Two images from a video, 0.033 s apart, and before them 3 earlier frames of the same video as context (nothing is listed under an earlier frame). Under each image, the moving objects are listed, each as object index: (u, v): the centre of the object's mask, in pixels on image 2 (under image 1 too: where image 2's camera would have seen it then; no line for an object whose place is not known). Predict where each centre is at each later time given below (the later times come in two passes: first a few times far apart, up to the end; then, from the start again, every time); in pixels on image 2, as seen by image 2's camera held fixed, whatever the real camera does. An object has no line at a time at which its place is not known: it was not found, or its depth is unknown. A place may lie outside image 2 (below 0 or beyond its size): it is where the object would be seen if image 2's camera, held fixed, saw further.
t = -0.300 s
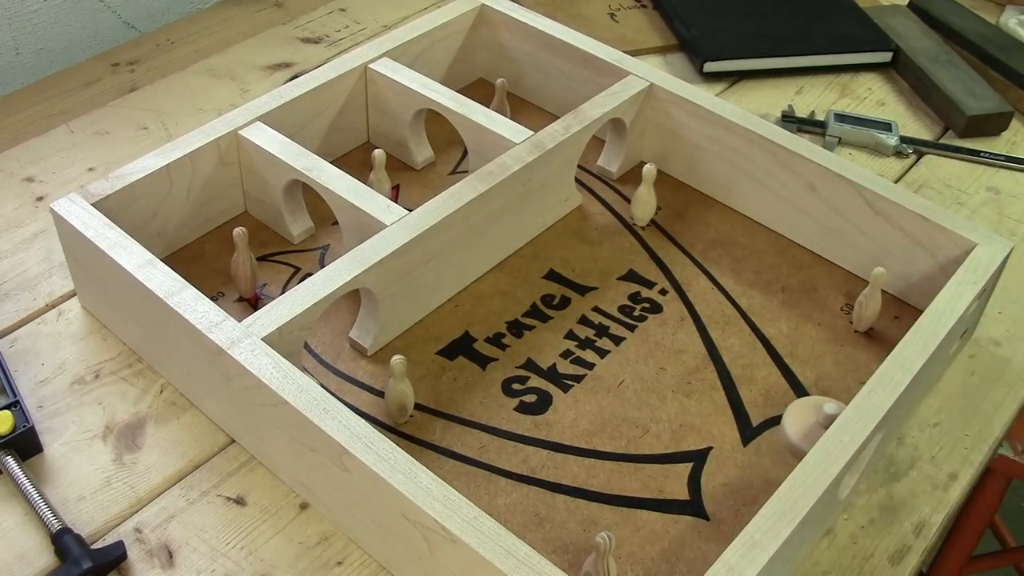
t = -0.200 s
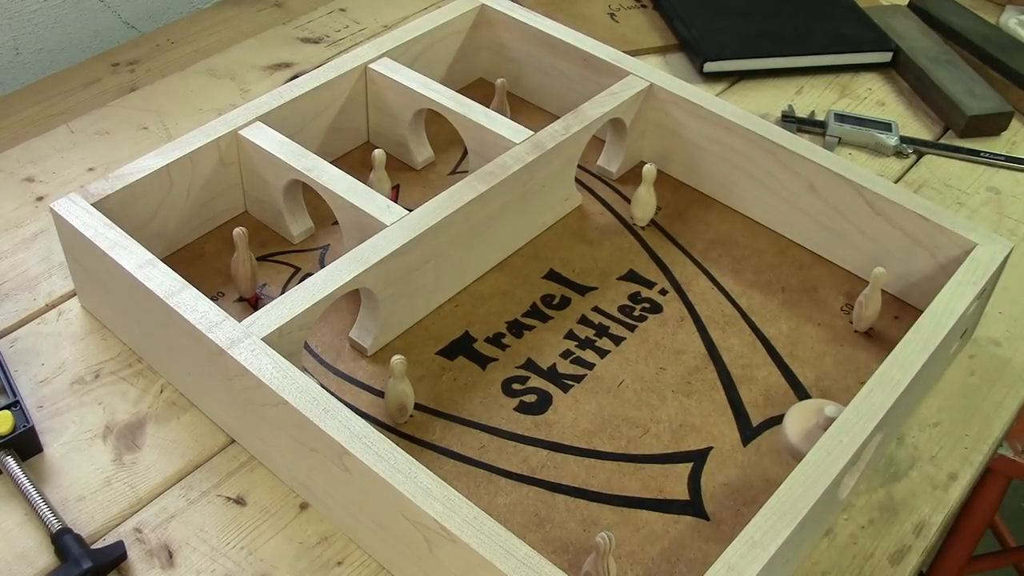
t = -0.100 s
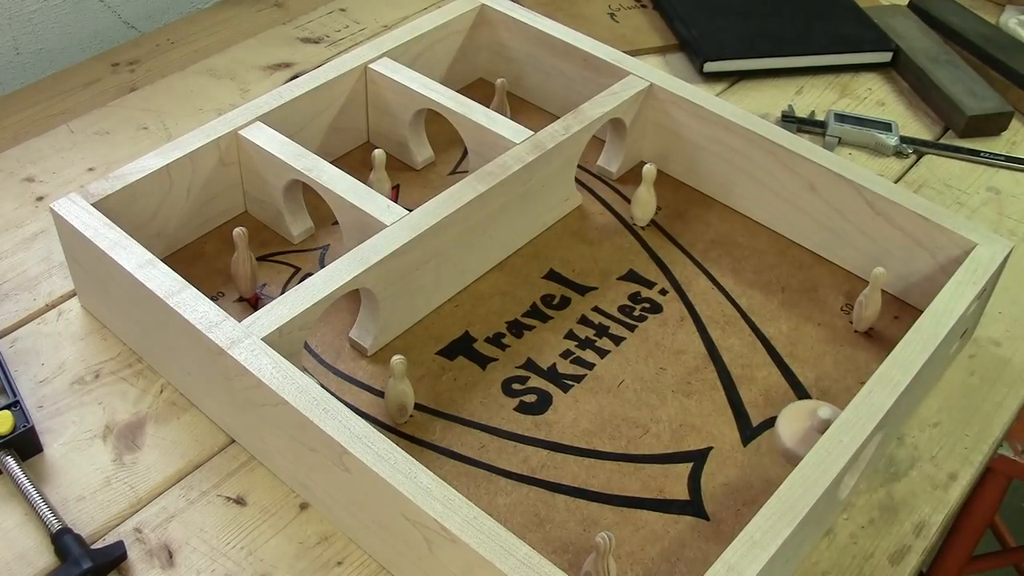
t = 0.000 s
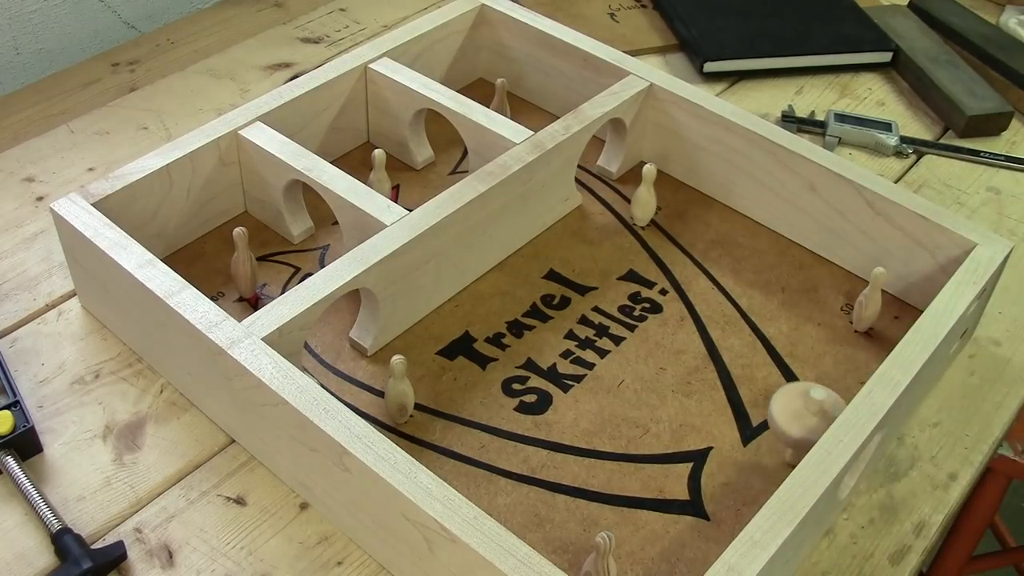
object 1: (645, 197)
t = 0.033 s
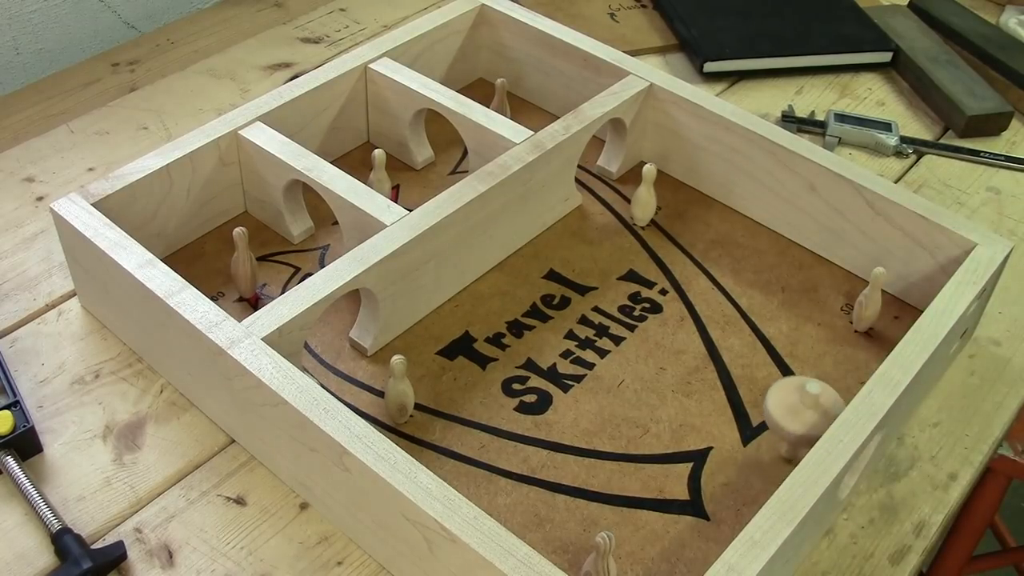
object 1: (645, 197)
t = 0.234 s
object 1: (645, 197)
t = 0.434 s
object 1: (645, 197)
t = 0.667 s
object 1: (645, 197)
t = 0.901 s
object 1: (645, 197)
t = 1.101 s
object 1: (648, 181)
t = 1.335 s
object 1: (646, 197)
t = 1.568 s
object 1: (665, 198)
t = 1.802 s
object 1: (711, 216)
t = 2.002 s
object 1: (719, 223)
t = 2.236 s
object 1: (751, 243)
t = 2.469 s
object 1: (775, 277)
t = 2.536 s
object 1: (786, 284)
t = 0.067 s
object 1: (645, 197)
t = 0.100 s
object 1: (645, 197)
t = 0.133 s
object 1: (645, 197)
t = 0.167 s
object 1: (645, 197)
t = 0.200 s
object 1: (645, 197)
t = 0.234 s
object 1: (645, 197)
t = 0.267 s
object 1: (645, 197)
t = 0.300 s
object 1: (645, 197)
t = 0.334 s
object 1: (645, 197)
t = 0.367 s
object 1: (645, 197)
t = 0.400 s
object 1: (645, 197)
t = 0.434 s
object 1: (645, 197)
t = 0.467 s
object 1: (645, 197)
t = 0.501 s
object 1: (645, 197)
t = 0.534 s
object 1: (645, 197)
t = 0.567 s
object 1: (645, 197)
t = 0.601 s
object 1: (645, 197)
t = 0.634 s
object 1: (645, 197)
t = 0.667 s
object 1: (645, 197)
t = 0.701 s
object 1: (645, 197)
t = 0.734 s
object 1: (645, 197)
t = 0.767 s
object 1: (645, 197)
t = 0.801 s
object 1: (645, 197)
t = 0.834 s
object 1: (645, 197)
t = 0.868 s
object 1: (645, 197)
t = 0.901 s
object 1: (645, 197)
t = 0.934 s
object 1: (645, 197)
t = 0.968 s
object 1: (645, 194)
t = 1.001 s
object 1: (645, 191)
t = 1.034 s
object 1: (646, 188)
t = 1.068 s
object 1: (647, 185)
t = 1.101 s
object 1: (648, 181)
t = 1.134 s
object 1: (648, 179)
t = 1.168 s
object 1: (649, 177)
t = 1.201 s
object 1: (649, 176)
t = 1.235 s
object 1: (649, 175)
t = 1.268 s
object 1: (650, 190)
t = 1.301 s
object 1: (648, 195)
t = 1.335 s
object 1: (646, 197)
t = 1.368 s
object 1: (645, 197)
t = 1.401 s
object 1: (645, 197)
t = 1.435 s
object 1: (646, 198)
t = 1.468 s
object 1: (648, 197)
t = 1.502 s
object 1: (653, 197)
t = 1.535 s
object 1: (658, 197)
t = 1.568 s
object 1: (665, 198)
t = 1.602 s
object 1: (675, 201)
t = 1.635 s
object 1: (684, 212)
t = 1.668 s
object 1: (690, 209)
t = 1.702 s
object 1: (698, 210)
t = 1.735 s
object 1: (703, 214)
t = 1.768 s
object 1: (708, 214)
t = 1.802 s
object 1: (711, 216)
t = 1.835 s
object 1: (713, 217)
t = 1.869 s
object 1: (715, 218)
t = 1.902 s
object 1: (716, 220)
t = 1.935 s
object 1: (717, 221)
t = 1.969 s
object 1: (718, 222)
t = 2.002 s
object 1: (719, 223)
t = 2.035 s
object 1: (721, 224)
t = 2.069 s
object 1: (722, 224)
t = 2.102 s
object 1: (727, 224)
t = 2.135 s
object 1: (727, 229)
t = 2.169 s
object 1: (733, 233)
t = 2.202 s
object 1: (744, 239)
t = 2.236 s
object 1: (751, 243)
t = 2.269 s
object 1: (754, 248)
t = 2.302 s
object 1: (756, 253)
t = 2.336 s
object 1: (759, 258)
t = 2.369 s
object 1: (762, 263)
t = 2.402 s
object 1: (765, 267)
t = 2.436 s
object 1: (770, 272)
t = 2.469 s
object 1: (775, 277)
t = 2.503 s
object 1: (780, 281)
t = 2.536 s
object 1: (786, 284)
